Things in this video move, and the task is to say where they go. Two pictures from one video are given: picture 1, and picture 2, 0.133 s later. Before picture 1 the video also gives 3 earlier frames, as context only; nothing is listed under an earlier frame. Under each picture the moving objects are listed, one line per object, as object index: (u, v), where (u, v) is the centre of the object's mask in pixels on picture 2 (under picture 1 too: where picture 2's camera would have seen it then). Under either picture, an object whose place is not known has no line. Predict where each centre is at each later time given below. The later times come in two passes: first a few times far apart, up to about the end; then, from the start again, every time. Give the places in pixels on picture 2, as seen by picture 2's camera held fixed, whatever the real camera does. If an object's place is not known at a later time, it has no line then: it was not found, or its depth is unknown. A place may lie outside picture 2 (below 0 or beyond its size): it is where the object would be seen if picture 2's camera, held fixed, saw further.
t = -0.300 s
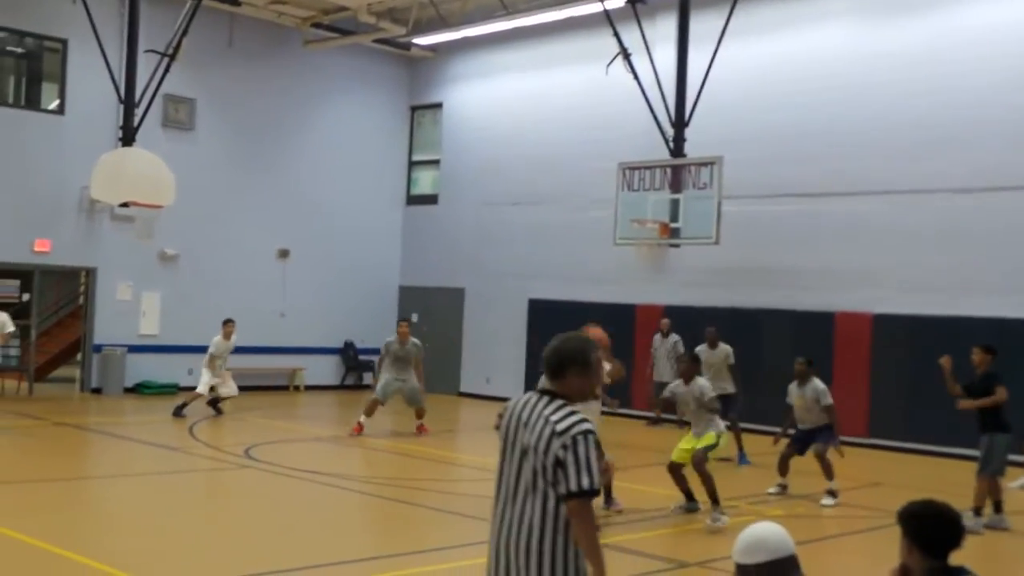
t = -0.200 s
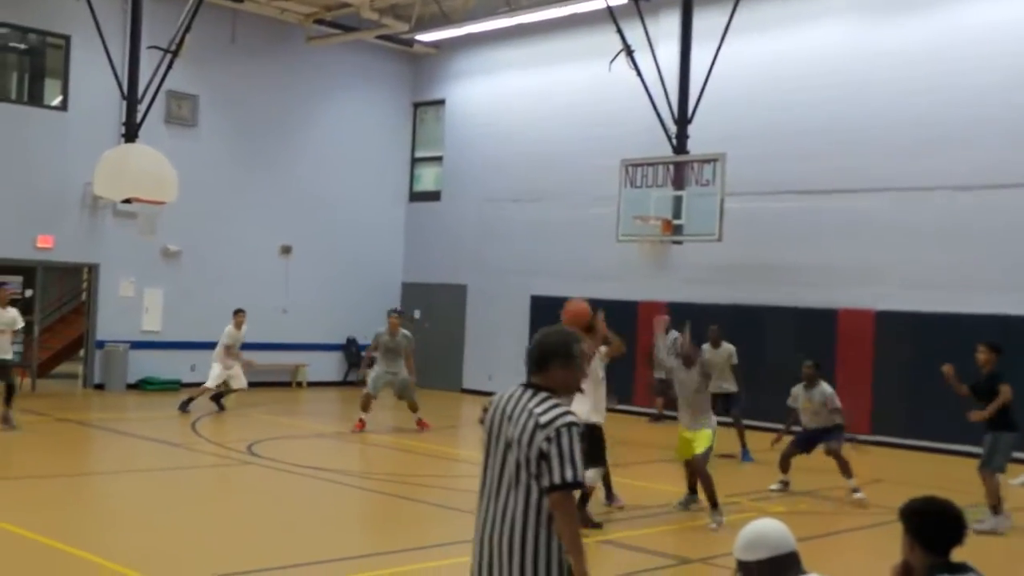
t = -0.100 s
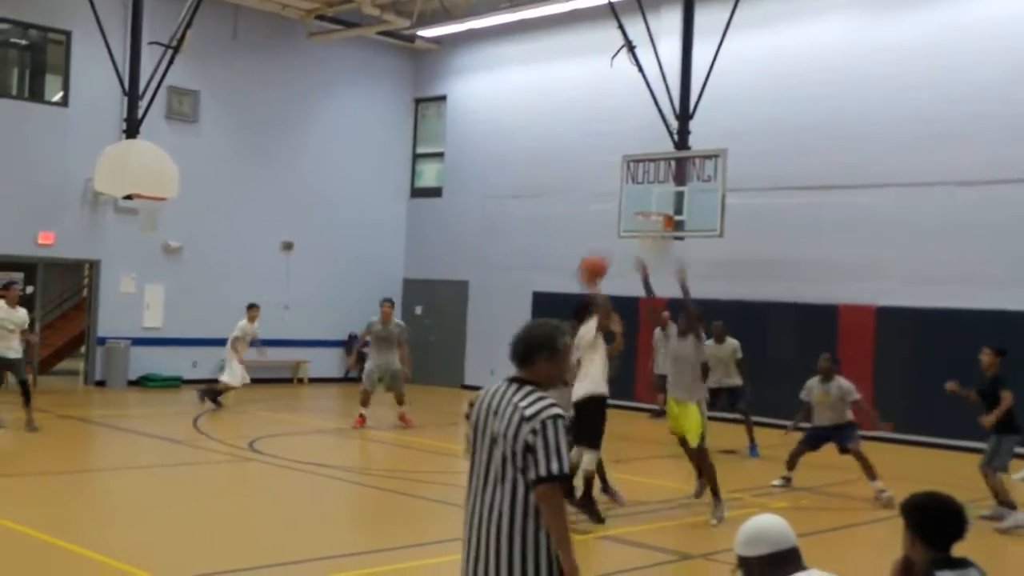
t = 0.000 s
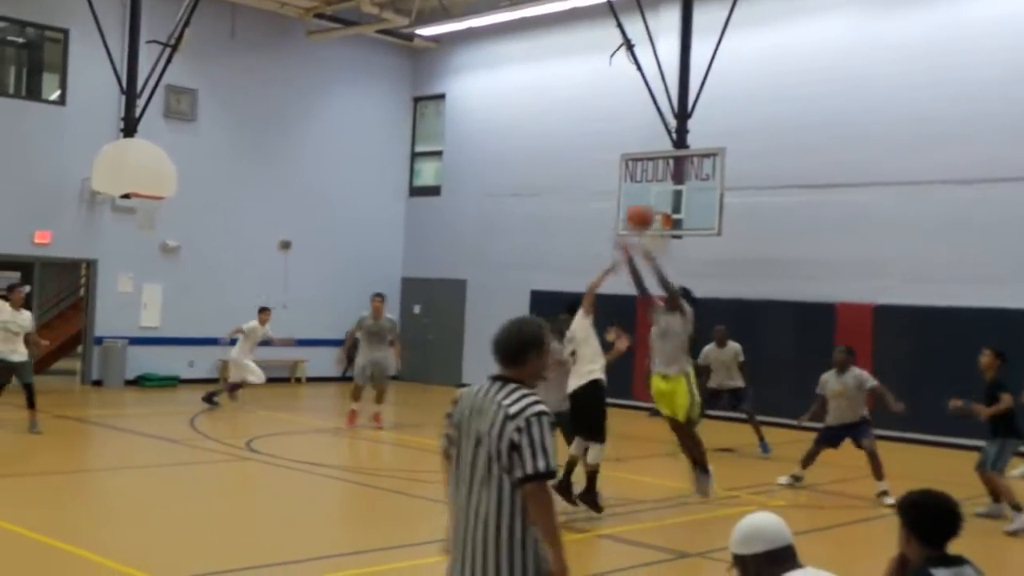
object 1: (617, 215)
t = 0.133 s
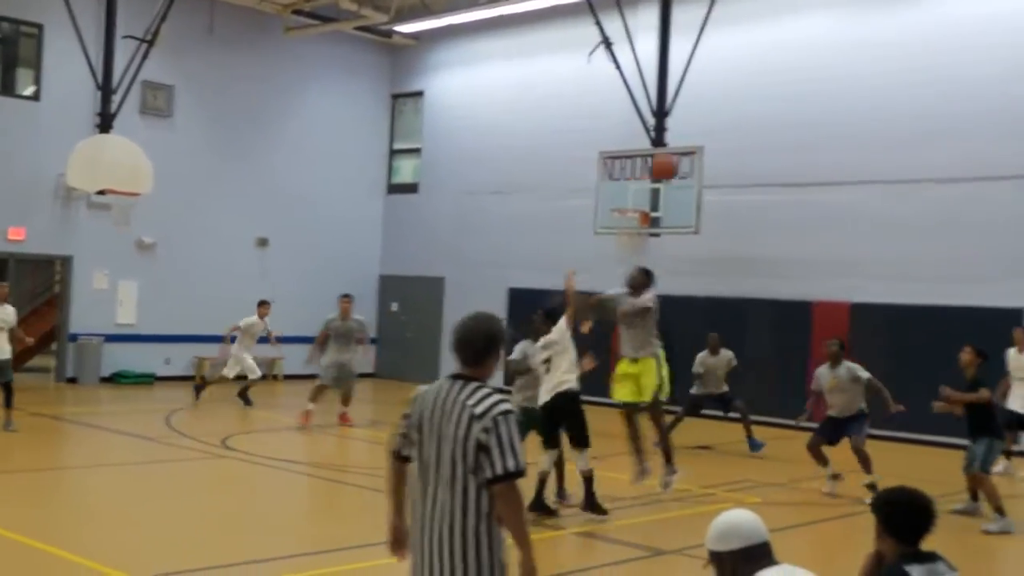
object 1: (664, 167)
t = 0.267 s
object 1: (707, 143)
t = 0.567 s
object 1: (795, 161)
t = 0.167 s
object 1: (675, 162)
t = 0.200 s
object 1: (685, 153)
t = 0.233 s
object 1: (696, 148)
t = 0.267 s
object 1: (707, 143)
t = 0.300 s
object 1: (717, 140)
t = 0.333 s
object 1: (727, 138)
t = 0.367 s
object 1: (737, 138)
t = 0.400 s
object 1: (747, 138)
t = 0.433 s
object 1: (757, 140)
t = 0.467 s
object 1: (767, 143)
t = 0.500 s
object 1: (776, 148)
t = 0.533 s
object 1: (786, 154)
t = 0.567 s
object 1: (795, 161)
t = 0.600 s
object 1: (804, 168)
